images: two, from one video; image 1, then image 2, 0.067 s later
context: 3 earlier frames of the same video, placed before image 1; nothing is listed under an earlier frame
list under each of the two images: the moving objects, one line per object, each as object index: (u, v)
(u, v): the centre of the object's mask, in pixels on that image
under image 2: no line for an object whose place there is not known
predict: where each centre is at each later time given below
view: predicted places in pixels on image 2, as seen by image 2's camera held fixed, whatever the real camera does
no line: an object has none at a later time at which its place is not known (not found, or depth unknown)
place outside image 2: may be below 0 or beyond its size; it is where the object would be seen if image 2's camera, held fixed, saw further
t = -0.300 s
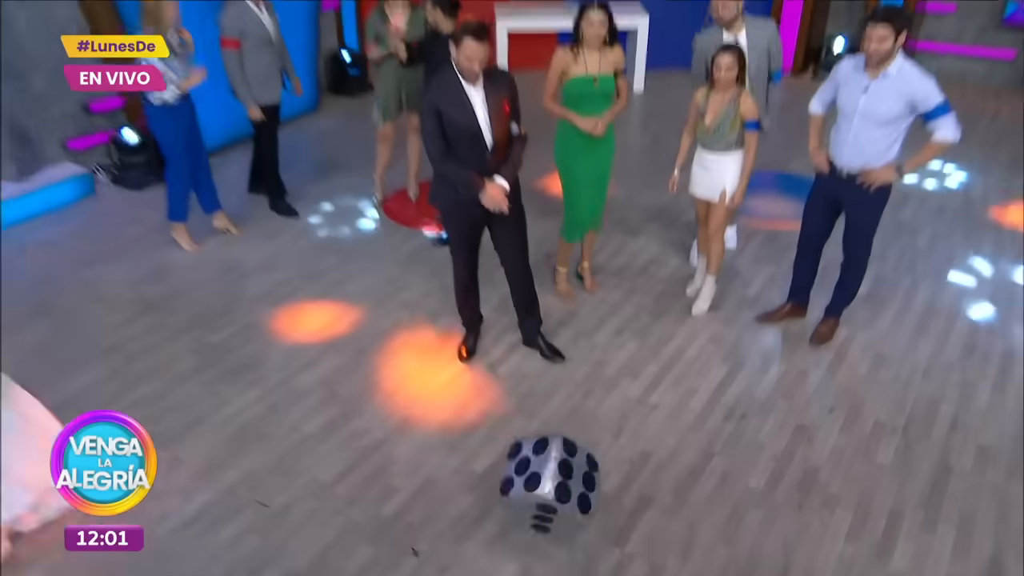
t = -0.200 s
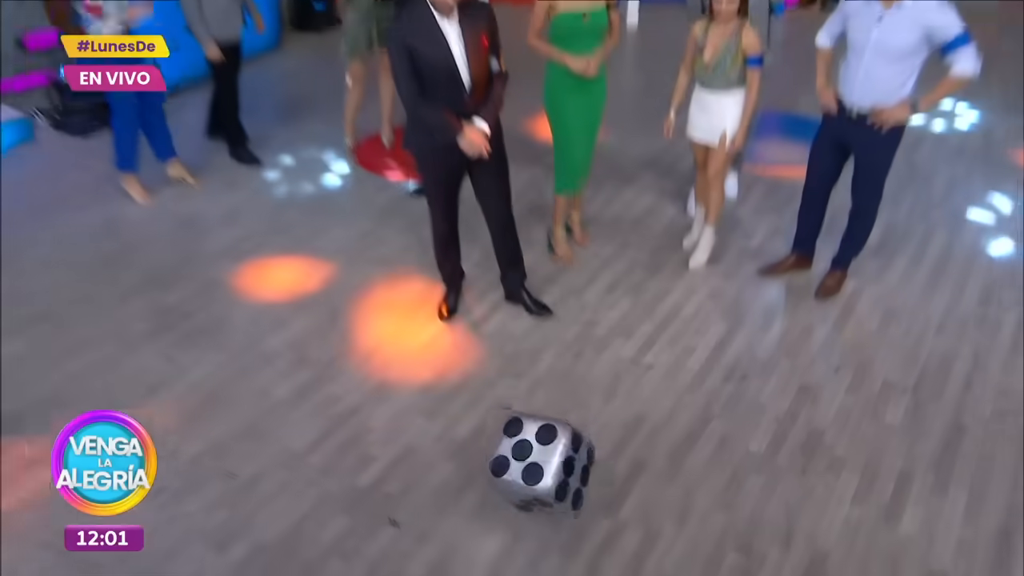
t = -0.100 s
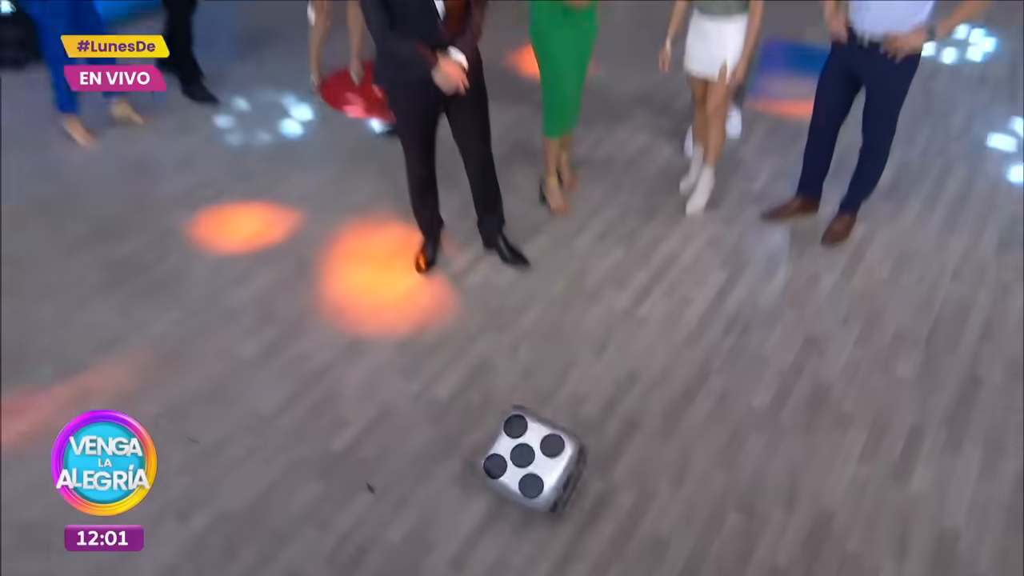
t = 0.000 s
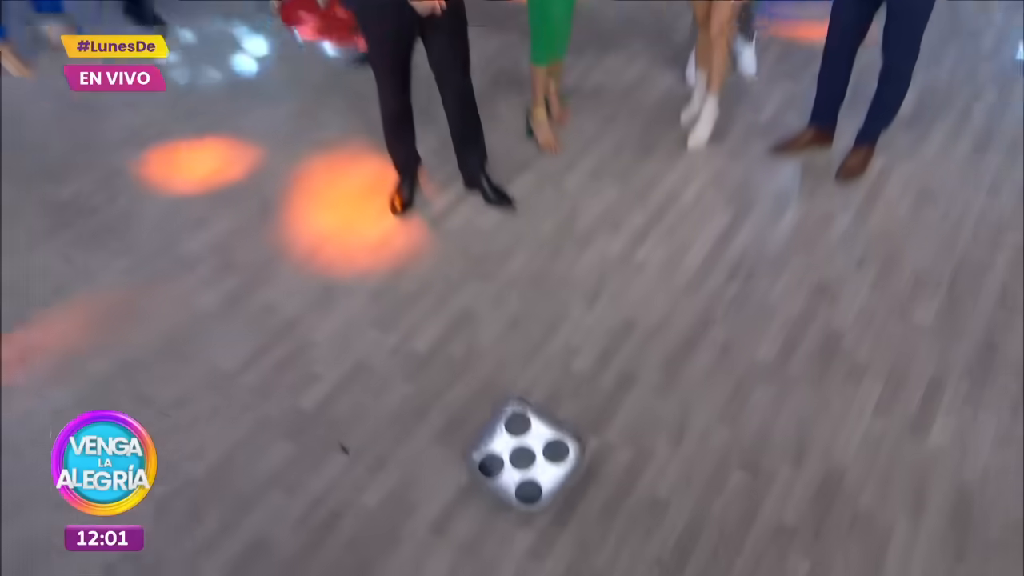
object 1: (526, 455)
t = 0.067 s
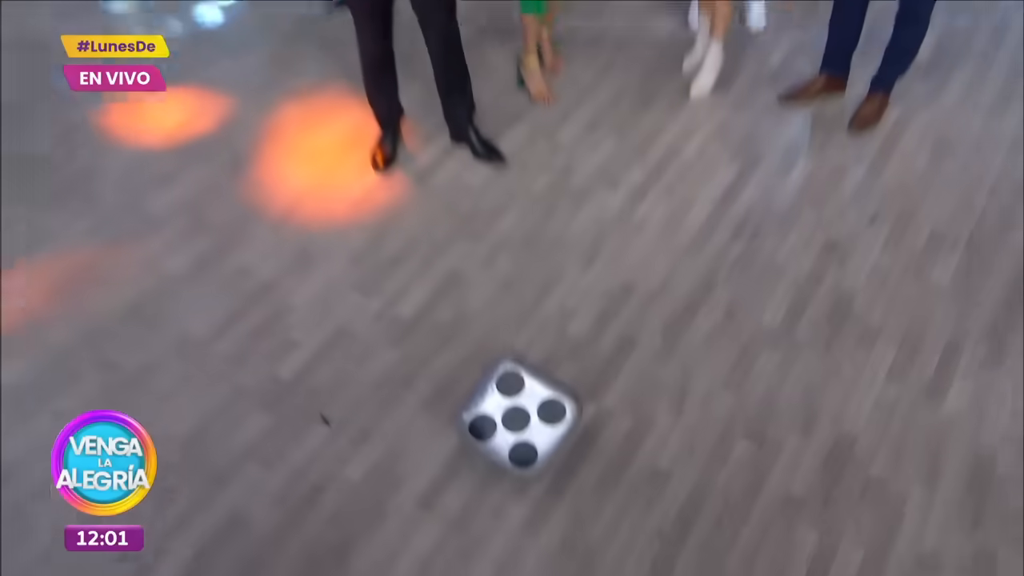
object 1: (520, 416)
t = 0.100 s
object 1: (521, 413)
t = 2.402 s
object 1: (507, 474)
